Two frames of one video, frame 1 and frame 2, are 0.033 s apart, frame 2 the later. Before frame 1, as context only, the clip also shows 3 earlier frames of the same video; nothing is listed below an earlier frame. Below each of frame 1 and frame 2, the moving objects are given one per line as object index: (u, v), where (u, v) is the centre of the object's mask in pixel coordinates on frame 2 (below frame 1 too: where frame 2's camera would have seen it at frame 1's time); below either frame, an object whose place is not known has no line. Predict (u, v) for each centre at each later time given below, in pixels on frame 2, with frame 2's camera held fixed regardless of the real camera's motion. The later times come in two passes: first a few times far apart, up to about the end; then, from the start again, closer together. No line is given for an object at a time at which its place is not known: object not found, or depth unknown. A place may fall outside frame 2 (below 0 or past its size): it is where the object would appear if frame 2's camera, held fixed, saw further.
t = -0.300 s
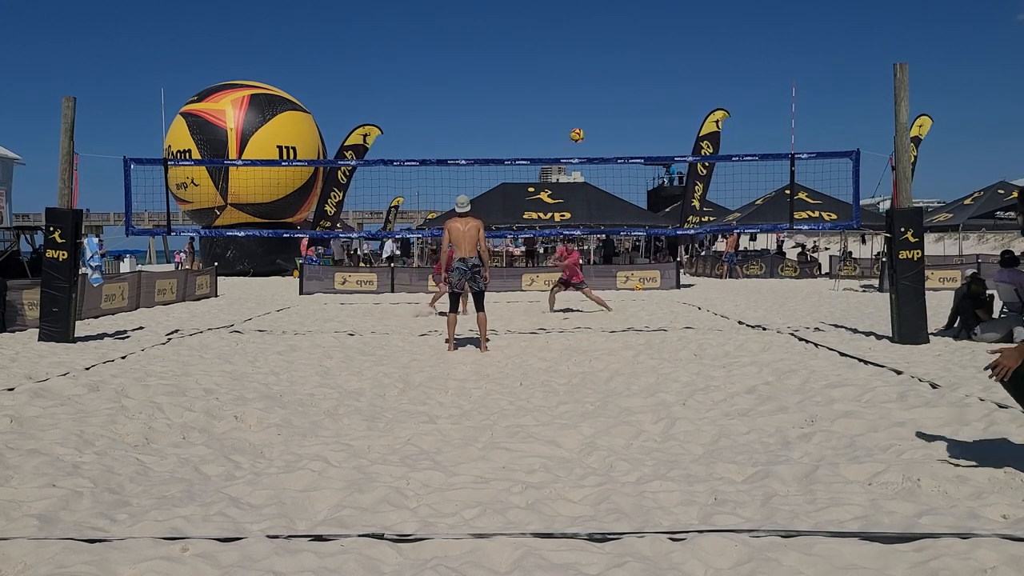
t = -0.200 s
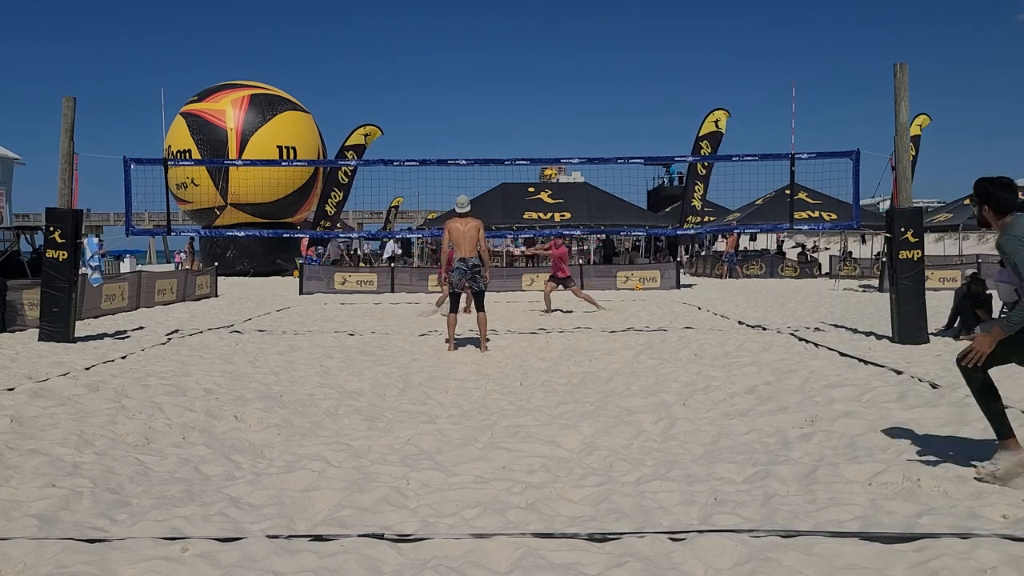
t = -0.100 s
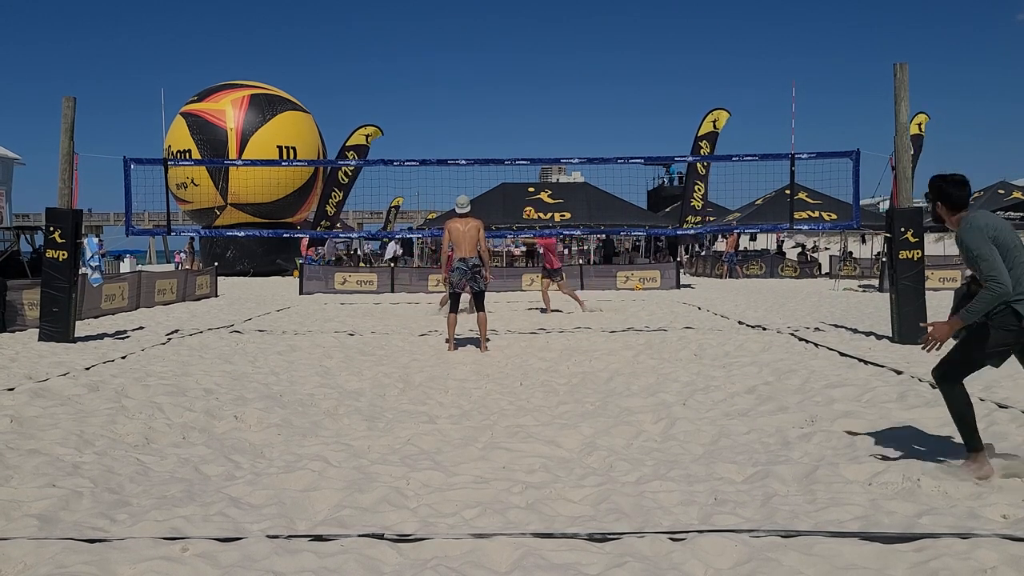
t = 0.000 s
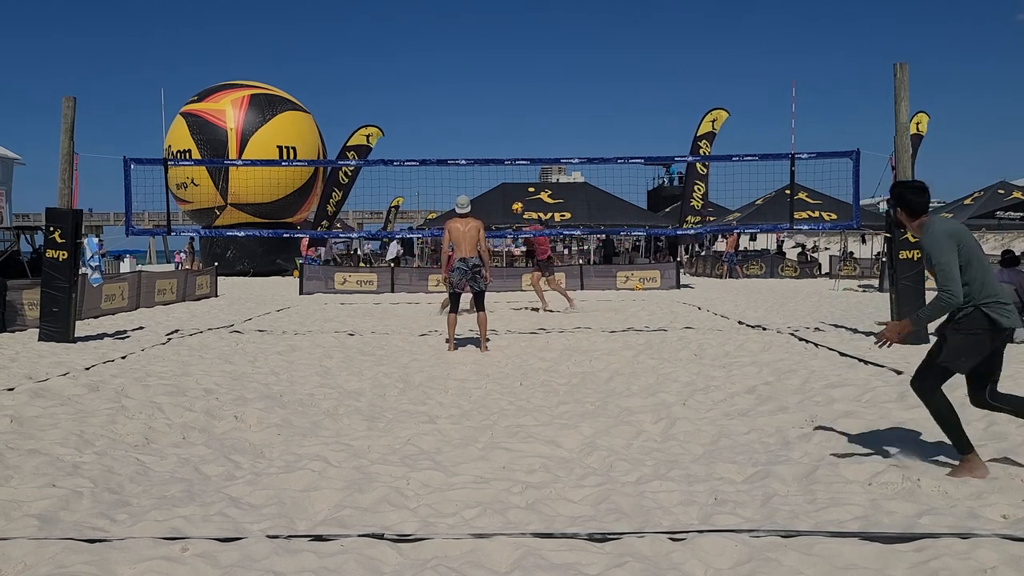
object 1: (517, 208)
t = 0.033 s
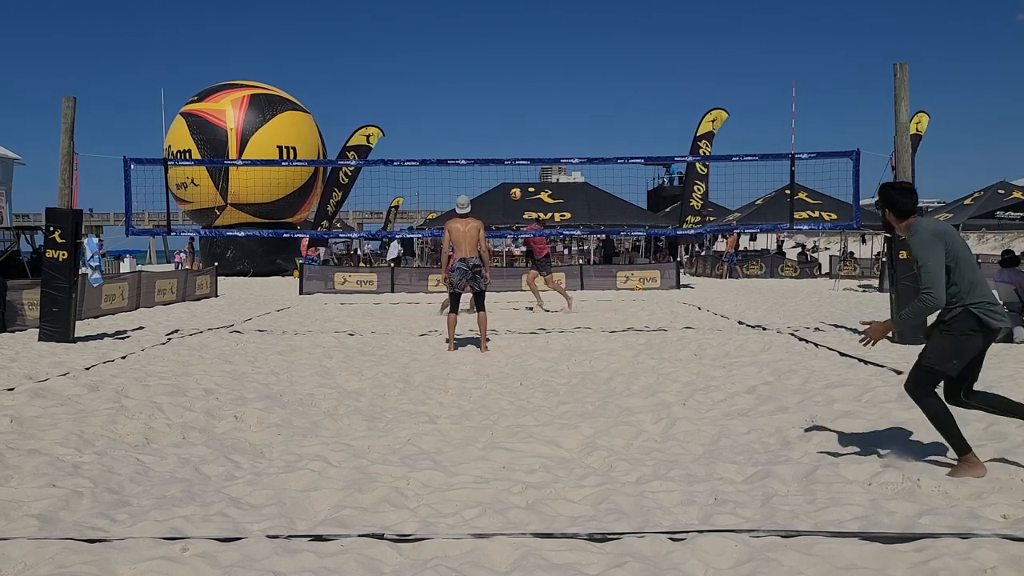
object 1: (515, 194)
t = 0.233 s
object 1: (506, 119)
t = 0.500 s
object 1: (498, 48)
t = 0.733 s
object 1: (492, 18)
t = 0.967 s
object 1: (488, 19)
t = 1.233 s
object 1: (487, 61)
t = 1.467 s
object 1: (489, 135)
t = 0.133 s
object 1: (511, 153)
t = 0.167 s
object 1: (509, 142)
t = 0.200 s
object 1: (508, 130)
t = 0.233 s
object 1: (506, 119)
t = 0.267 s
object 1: (505, 108)
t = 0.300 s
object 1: (504, 98)
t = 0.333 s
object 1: (503, 88)
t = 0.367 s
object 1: (502, 79)
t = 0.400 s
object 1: (501, 70)
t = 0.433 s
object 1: (499, 62)
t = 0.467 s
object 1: (499, 55)
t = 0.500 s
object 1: (498, 48)
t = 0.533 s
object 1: (496, 42)
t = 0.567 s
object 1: (495, 36)
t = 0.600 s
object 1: (495, 31)
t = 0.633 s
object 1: (494, 27)
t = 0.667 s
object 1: (493, 23)
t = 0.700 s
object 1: (492, 20)
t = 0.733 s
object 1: (492, 18)
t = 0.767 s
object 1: (491, 16)
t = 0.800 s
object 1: (490, 15)
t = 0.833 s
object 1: (489, 14)
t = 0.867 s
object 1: (489, 14)
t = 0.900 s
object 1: (488, 15)
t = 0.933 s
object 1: (488, 17)
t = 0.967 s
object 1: (488, 19)
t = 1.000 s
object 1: (488, 22)
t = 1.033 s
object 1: (487, 25)
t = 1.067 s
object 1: (487, 30)
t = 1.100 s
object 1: (487, 35)
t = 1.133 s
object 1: (487, 40)
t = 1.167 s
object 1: (487, 46)
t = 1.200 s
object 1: (487, 53)
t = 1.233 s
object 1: (487, 61)
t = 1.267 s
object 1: (487, 70)
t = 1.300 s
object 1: (487, 79)
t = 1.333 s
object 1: (488, 89)
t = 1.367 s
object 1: (488, 99)
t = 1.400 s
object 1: (488, 111)
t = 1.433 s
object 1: (488, 123)
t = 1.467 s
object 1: (489, 135)
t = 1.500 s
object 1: (489, 148)
